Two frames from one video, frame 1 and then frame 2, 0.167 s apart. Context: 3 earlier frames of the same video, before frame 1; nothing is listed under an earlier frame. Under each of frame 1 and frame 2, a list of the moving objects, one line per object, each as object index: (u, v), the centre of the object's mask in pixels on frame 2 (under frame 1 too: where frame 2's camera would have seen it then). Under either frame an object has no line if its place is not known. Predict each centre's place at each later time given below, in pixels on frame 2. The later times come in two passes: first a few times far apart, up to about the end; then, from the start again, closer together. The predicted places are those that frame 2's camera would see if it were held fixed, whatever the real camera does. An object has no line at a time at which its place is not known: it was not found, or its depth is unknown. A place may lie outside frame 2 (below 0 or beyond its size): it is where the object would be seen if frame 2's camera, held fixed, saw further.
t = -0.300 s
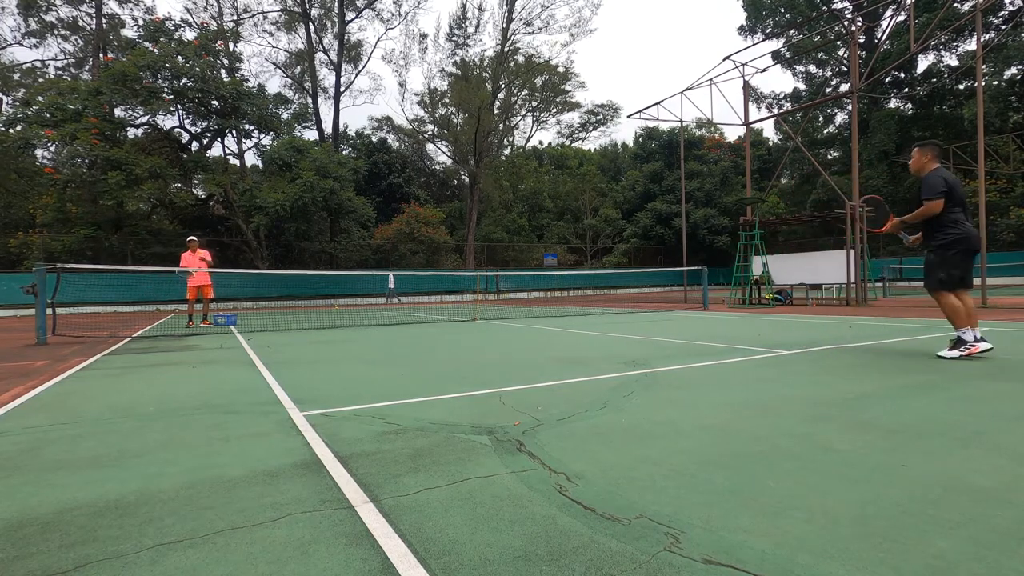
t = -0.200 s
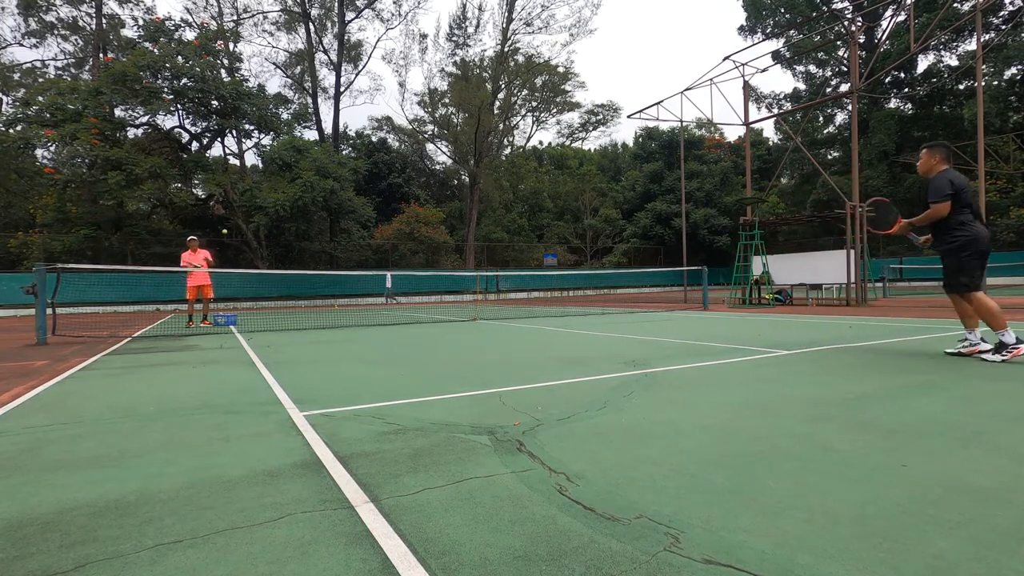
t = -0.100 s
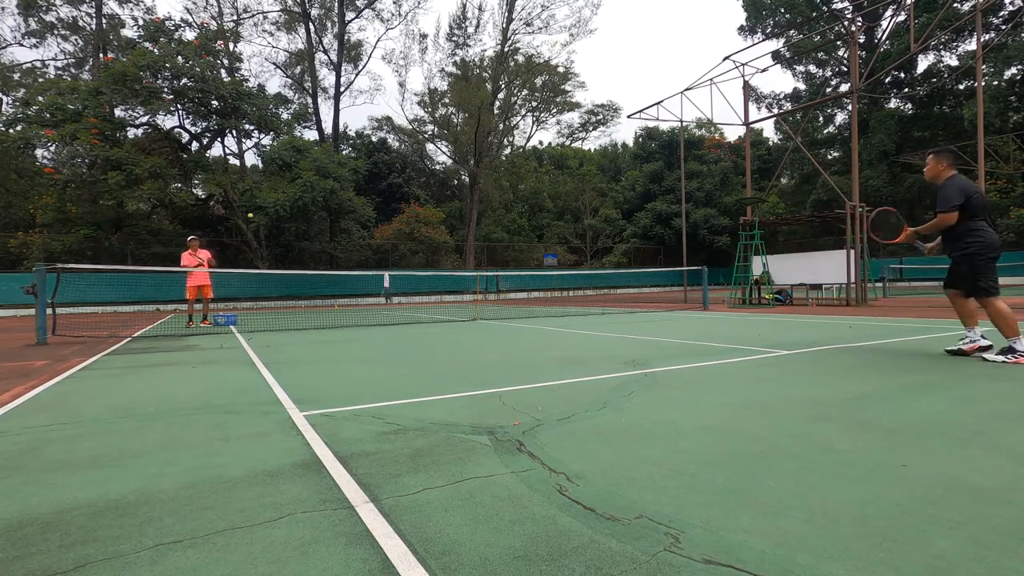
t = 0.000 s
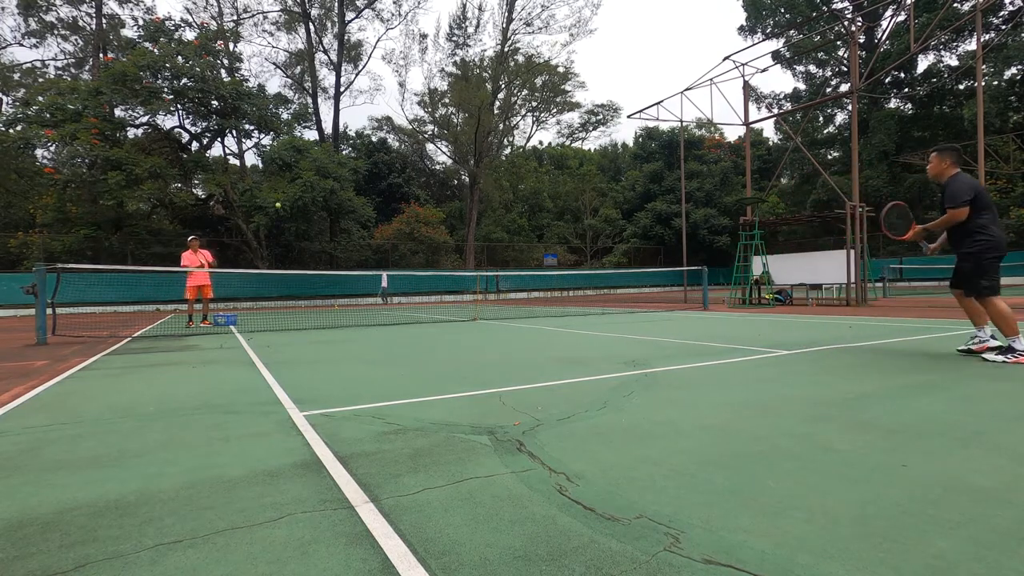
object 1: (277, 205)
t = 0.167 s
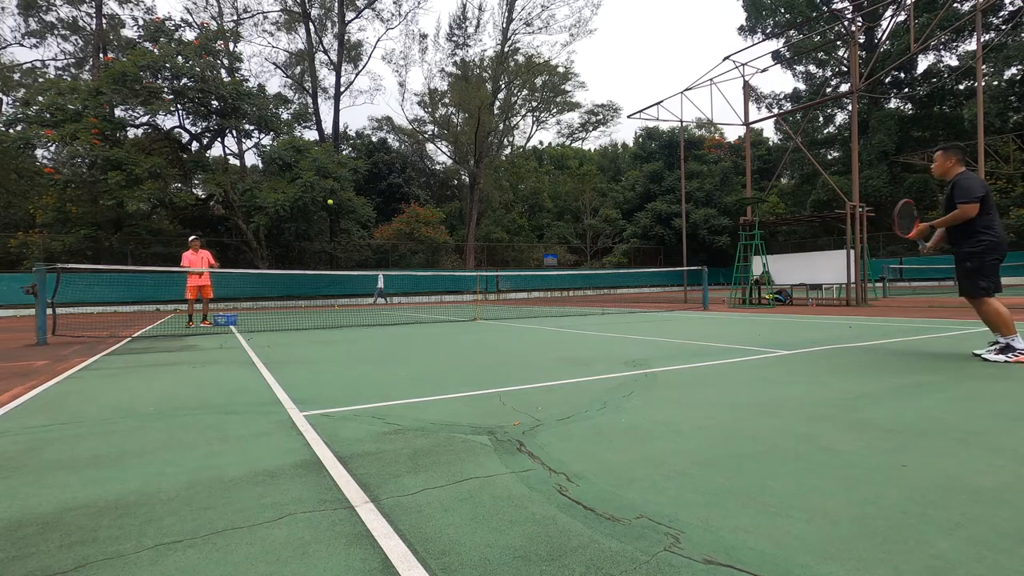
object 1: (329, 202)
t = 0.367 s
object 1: (403, 227)
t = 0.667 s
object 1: (542, 344)
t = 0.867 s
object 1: (606, 268)
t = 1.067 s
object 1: (681, 224)
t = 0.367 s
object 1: (403, 227)
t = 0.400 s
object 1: (416, 235)
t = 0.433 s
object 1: (430, 244)
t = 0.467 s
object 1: (445, 254)
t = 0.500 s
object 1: (459, 265)
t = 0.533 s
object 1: (475, 278)
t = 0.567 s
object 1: (491, 292)
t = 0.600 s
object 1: (508, 308)
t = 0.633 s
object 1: (524, 325)
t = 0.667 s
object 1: (542, 344)
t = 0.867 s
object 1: (606, 268)
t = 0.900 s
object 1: (617, 259)
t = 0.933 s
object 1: (630, 250)
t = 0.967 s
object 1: (642, 242)
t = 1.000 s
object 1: (654, 234)
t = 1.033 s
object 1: (667, 229)
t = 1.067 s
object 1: (681, 224)
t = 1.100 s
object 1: (695, 221)
